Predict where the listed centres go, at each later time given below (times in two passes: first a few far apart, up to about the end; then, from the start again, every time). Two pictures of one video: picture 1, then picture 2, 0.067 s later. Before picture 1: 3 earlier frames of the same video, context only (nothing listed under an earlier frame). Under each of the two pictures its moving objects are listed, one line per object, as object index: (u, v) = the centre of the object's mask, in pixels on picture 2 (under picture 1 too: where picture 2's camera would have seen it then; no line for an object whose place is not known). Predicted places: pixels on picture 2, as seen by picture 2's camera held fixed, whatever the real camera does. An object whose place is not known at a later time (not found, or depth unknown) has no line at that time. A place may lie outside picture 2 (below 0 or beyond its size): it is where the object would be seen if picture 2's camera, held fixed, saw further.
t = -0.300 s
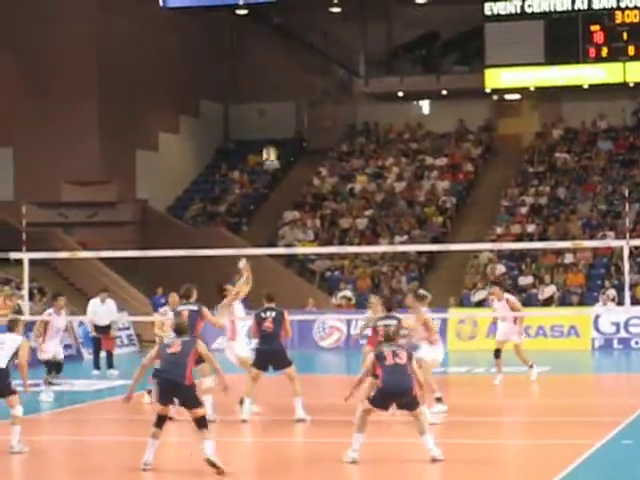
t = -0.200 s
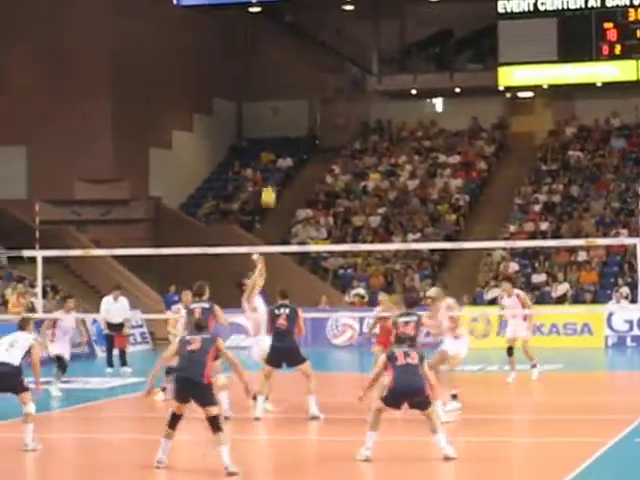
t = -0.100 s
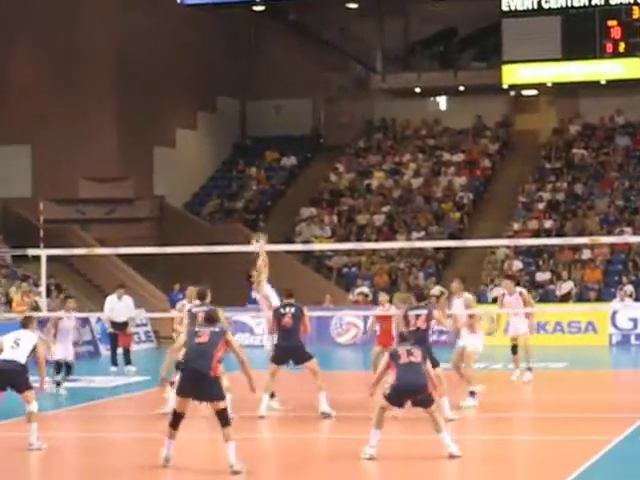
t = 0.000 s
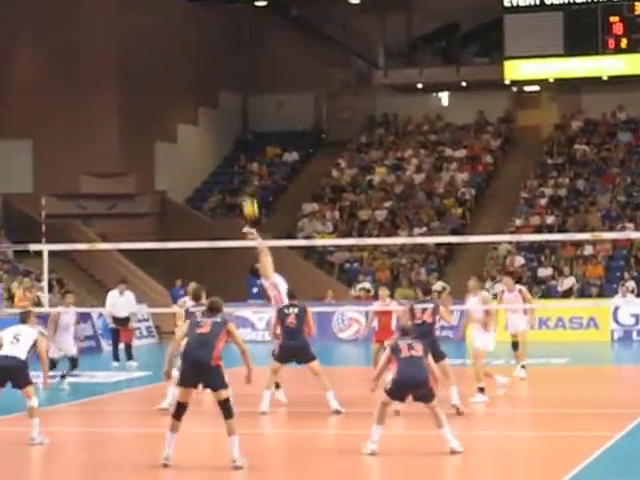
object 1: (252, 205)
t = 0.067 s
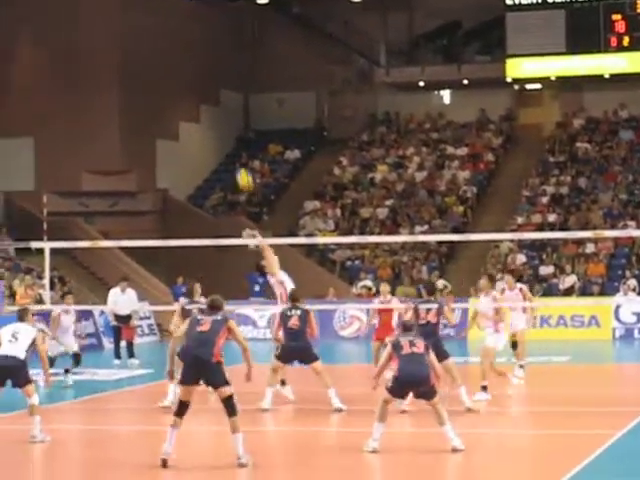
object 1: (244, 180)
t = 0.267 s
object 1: (222, 118)
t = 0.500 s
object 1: (200, 84)
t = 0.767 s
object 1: (176, 88)
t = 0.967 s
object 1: (159, 119)
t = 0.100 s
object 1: (240, 166)
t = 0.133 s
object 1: (237, 154)
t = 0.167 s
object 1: (233, 145)
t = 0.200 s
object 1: (229, 135)
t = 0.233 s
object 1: (225, 126)
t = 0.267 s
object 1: (222, 118)
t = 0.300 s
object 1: (219, 111)
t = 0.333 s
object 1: (216, 105)
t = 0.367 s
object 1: (213, 100)
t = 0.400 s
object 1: (210, 94)
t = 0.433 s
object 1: (206, 90)
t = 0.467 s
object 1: (203, 87)
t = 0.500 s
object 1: (200, 84)
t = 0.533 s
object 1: (197, 82)
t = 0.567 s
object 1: (194, 81)
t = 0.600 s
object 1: (191, 80)
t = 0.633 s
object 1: (188, 81)
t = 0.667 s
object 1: (185, 81)
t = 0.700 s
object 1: (182, 83)
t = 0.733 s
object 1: (179, 85)
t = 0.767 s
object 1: (176, 88)
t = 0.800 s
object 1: (174, 92)
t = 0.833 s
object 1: (170, 96)
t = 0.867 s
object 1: (168, 100)
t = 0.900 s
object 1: (165, 106)
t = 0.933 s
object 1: (162, 113)
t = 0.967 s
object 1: (159, 119)
